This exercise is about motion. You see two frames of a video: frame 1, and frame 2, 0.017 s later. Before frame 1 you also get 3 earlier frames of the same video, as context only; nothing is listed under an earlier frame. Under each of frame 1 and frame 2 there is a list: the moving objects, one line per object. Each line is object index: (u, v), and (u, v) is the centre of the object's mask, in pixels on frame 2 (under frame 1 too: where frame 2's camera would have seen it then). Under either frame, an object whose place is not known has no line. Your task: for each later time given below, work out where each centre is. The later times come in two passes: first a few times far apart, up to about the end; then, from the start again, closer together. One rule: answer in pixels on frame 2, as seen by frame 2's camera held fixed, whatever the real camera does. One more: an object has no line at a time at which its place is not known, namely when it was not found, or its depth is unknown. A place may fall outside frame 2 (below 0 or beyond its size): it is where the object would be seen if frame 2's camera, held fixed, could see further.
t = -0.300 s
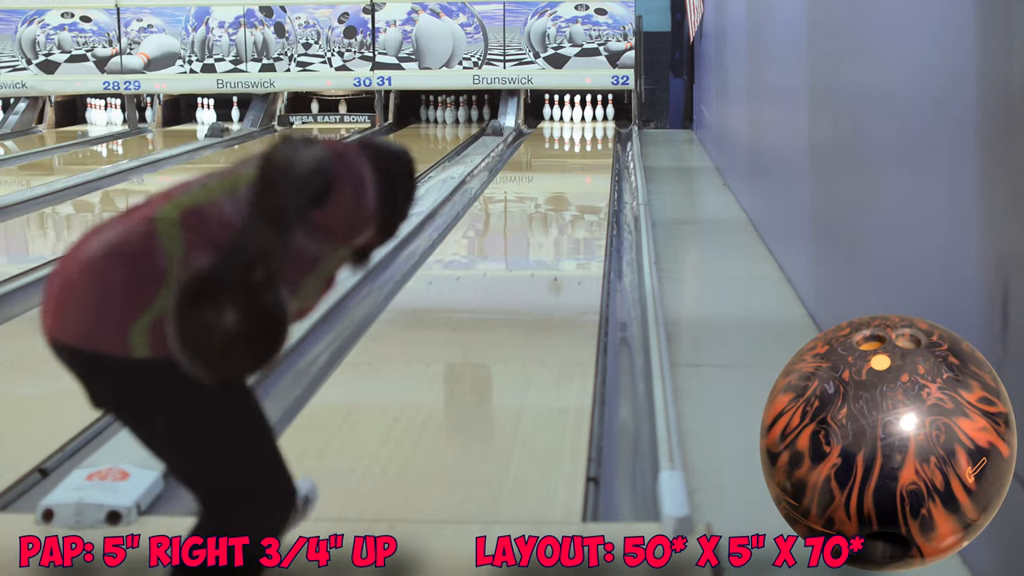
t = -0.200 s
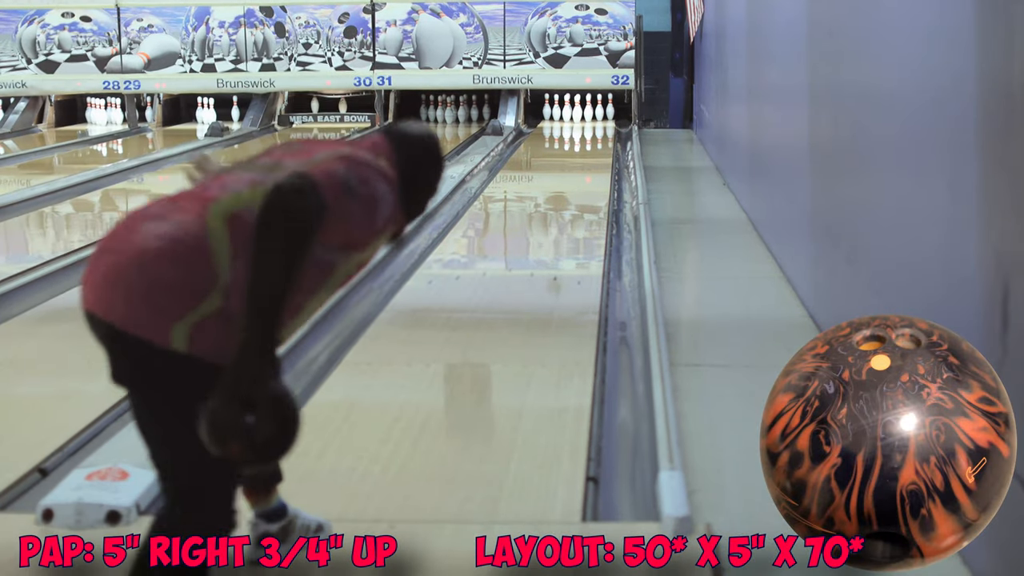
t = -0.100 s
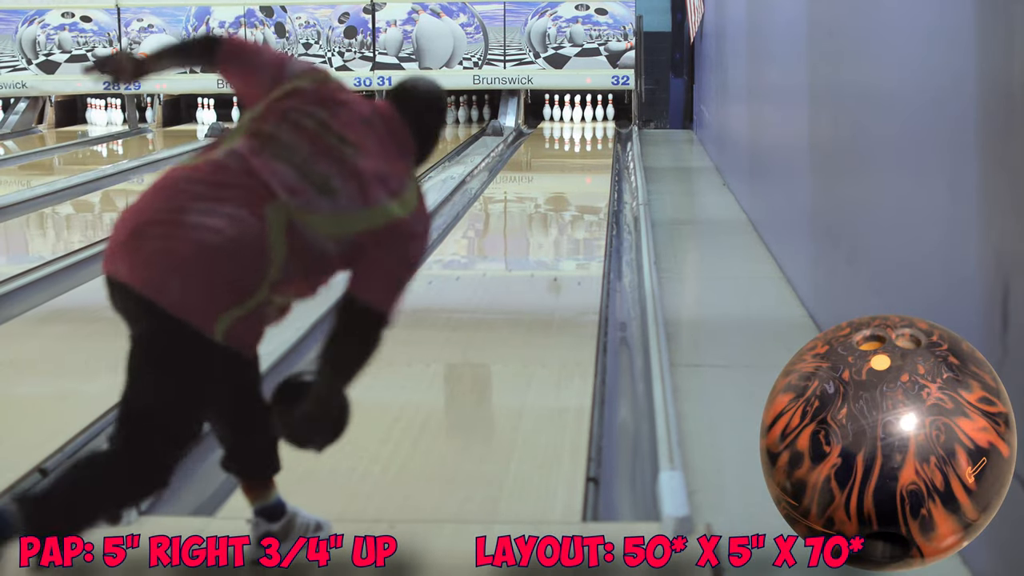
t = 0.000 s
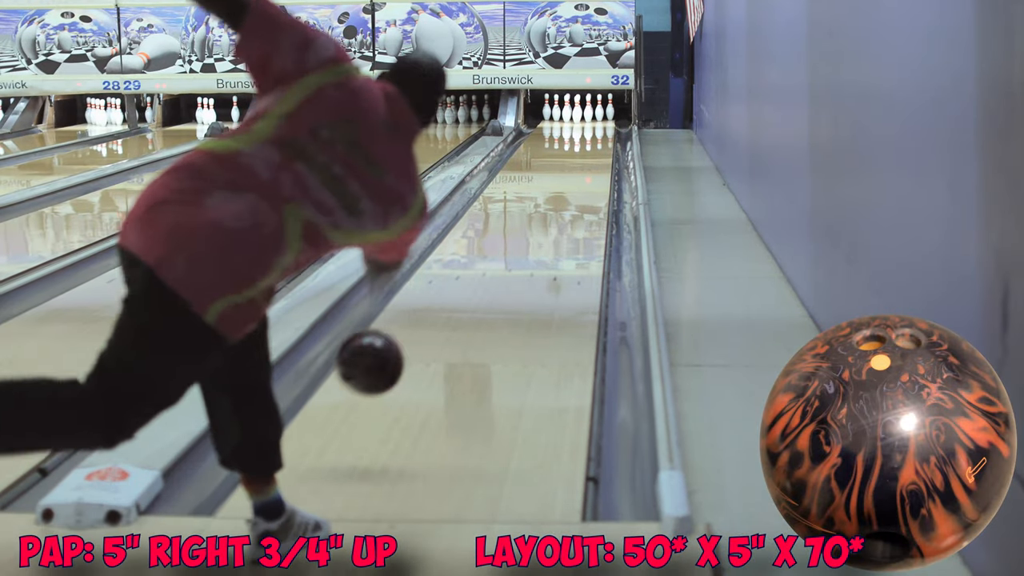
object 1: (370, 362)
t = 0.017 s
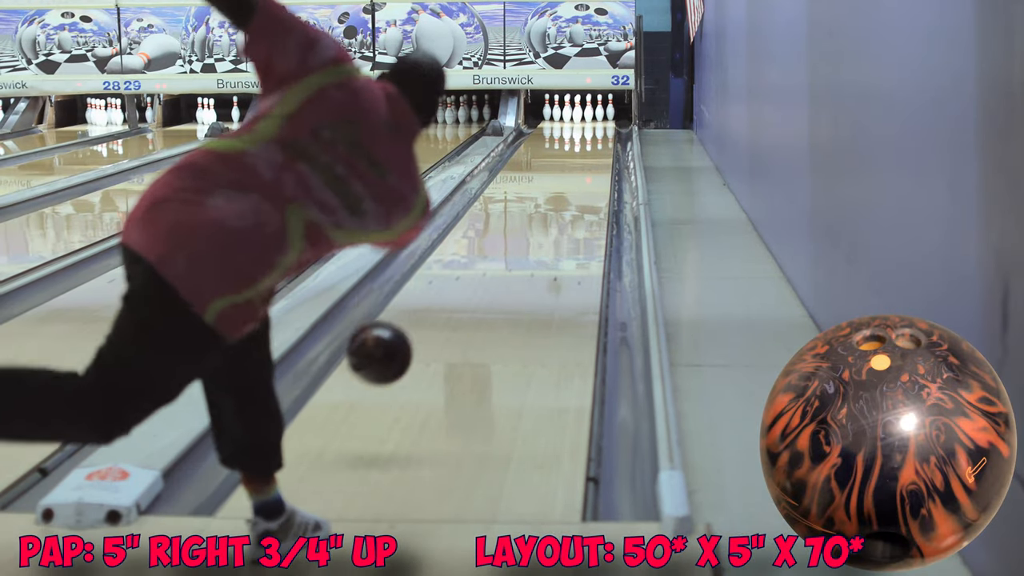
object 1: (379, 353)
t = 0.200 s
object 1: (454, 316)
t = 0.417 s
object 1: (506, 270)
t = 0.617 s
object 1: (537, 232)
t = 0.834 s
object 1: (560, 200)
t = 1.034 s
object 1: (575, 179)
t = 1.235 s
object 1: (585, 161)
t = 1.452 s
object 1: (594, 147)
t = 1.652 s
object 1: (597, 136)
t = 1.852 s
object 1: (595, 127)
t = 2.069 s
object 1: (589, 120)
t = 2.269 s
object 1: (589, 114)
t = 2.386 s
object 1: (592, 112)
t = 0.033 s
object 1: (388, 344)
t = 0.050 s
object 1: (396, 337)
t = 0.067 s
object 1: (403, 331)
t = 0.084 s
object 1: (411, 326)
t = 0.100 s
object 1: (418, 322)
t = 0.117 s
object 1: (424, 319)
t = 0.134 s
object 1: (431, 317)
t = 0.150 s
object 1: (437, 316)
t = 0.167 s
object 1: (443, 315)
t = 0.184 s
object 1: (449, 315)
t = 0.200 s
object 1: (454, 316)
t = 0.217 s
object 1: (459, 317)
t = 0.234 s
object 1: (464, 319)
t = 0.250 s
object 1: (469, 320)
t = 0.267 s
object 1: (473, 312)
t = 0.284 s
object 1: (477, 306)
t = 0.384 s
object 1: (500, 280)
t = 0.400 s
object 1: (503, 276)
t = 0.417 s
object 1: (506, 270)
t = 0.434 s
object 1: (509, 267)
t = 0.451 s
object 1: (512, 263)
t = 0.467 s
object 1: (515, 260)
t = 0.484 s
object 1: (518, 257)
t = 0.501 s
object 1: (521, 253)
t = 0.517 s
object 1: (523, 249)
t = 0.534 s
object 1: (526, 247)
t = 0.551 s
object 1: (528, 243)
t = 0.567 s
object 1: (531, 240)
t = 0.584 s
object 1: (533, 237)
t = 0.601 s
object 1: (535, 235)
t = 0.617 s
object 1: (537, 232)
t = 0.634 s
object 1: (539, 229)
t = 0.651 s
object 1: (542, 227)
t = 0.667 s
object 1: (543, 224)
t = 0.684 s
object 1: (545, 221)
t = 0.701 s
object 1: (547, 219)
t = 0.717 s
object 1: (549, 217)
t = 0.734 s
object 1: (551, 214)
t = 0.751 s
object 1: (552, 212)
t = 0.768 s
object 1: (554, 209)
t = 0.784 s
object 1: (556, 207)
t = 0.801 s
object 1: (557, 205)
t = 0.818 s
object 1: (559, 202)
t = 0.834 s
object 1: (560, 200)
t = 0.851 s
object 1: (562, 198)
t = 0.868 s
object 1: (563, 196)
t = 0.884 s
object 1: (564, 195)
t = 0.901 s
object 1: (565, 193)
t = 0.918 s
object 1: (567, 191)
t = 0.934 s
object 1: (568, 189)
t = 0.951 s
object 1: (569, 187)
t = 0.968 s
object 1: (570, 185)
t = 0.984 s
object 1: (572, 184)
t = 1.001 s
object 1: (573, 182)
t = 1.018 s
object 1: (574, 180)
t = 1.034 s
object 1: (575, 179)
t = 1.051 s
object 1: (576, 177)
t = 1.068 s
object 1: (577, 175)
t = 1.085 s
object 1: (578, 174)
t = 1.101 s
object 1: (579, 172)
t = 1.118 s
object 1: (579, 171)
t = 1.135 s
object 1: (581, 170)
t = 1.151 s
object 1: (582, 168)
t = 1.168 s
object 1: (582, 167)
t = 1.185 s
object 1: (583, 166)
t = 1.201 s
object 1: (584, 164)
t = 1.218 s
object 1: (585, 163)
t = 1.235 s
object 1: (585, 161)
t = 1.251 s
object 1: (586, 160)
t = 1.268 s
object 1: (587, 159)
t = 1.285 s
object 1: (588, 158)
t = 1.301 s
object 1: (588, 156)
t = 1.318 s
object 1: (589, 156)
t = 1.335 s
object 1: (590, 154)
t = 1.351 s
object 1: (590, 153)
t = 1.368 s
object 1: (591, 152)
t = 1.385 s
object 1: (591, 151)
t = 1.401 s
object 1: (592, 150)
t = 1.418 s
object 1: (593, 149)
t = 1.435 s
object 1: (593, 148)
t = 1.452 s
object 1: (594, 147)
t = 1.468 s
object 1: (594, 146)
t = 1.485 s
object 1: (594, 145)
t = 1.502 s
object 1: (595, 144)
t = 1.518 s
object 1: (595, 143)
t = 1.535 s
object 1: (595, 142)
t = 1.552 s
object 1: (596, 141)
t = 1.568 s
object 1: (596, 140)
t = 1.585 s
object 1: (596, 139)
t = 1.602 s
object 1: (596, 138)
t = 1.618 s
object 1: (597, 137)
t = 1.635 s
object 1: (597, 137)
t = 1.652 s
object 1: (597, 136)
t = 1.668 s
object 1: (597, 135)
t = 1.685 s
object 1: (597, 134)
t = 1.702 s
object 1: (597, 133)
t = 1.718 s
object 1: (597, 133)
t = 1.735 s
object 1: (596, 132)
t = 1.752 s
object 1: (596, 131)
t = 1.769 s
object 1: (596, 131)
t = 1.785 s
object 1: (596, 130)
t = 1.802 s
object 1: (596, 129)
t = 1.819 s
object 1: (596, 129)
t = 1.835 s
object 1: (596, 128)
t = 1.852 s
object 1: (595, 127)
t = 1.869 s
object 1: (595, 127)
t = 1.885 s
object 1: (595, 126)
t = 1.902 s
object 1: (594, 126)
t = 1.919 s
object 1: (594, 125)
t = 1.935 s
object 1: (594, 124)
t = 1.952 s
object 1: (593, 124)
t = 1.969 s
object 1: (593, 123)
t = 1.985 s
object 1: (592, 122)
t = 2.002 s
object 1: (592, 122)
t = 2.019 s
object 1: (591, 121)
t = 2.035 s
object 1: (591, 121)
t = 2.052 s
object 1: (590, 120)
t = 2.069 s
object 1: (589, 120)
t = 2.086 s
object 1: (589, 119)
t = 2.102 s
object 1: (588, 119)
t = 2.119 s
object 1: (587, 118)
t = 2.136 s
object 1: (587, 117)
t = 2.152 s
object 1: (586, 116)
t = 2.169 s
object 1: (586, 116)
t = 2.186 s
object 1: (586, 116)
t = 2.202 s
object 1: (587, 115)
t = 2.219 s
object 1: (588, 115)
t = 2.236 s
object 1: (588, 115)
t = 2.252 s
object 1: (588, 114)
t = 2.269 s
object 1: (589, 114)
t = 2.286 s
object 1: (589, 113)
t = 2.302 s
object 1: (589, 114)
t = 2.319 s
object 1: (591, 113)
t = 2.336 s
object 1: (591, 113)
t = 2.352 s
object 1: (591, 113)
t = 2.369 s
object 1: (592, 113)
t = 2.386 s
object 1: (592, 112)
